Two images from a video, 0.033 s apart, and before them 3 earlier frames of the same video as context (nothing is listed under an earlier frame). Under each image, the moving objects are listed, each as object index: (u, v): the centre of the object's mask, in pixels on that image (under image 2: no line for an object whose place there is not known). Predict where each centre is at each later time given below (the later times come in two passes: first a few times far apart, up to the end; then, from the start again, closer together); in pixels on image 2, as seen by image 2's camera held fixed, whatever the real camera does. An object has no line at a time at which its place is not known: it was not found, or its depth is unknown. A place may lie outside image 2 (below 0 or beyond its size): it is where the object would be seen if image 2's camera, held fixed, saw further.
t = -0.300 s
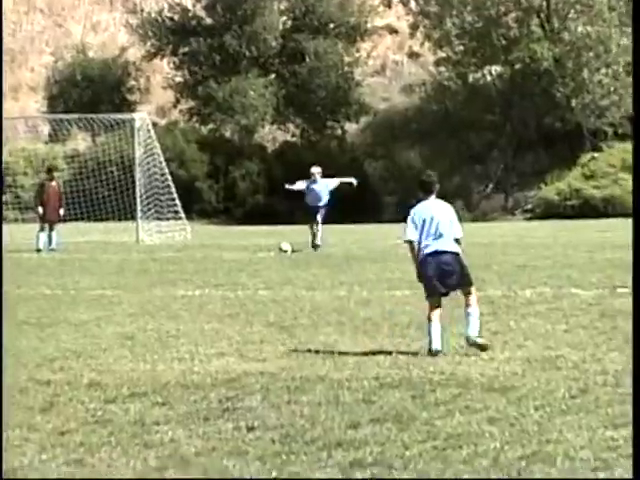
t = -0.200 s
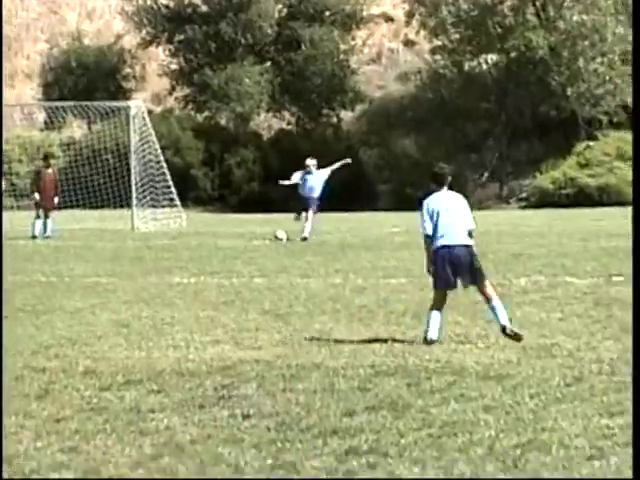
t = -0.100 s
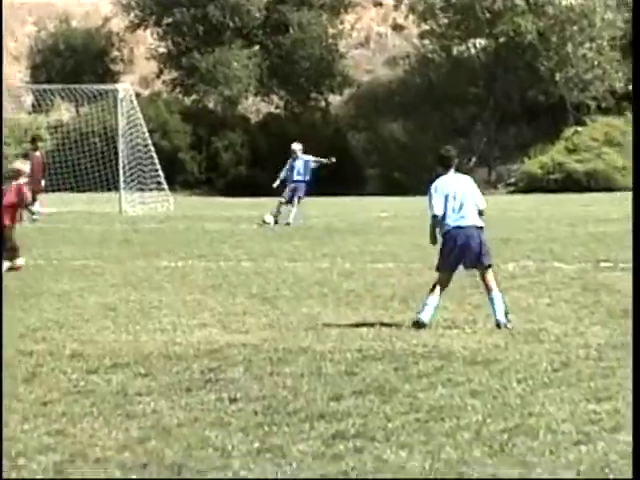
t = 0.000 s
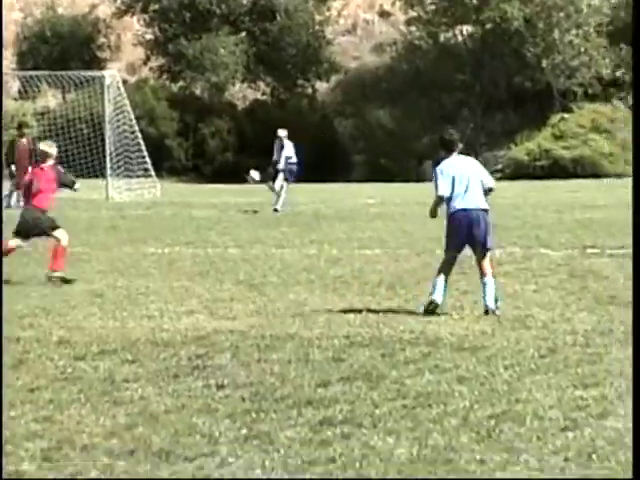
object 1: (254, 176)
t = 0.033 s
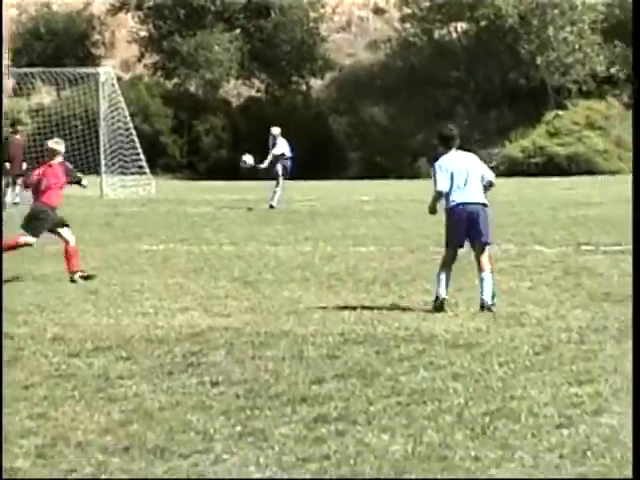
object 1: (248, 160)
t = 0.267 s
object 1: (246, 82)
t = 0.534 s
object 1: (245, 18)
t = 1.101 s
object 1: (254, 25)
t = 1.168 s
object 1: (256, 44)
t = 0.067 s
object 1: (247, 148)
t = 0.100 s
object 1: (246, 136)
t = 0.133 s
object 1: (246, 125)
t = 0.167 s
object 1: (246, 114)
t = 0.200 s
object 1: (246, 102)
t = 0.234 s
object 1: (246, 91)
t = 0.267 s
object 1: (246, 82)
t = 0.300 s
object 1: (246, 72)
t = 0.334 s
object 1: (246, 63)
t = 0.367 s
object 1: (247, 53)
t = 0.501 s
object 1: (246, 24)
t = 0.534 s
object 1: (245, 18)
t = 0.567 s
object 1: (247, 11)
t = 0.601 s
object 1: (247, 5)
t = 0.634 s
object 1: (246, 2)
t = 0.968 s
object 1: (250, 1)
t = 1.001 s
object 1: (252, 5)
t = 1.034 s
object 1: (253, 10)
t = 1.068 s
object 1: (254, 17)
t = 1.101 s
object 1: (254, 25)
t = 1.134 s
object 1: (255, 34)
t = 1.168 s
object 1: (256, 44)
